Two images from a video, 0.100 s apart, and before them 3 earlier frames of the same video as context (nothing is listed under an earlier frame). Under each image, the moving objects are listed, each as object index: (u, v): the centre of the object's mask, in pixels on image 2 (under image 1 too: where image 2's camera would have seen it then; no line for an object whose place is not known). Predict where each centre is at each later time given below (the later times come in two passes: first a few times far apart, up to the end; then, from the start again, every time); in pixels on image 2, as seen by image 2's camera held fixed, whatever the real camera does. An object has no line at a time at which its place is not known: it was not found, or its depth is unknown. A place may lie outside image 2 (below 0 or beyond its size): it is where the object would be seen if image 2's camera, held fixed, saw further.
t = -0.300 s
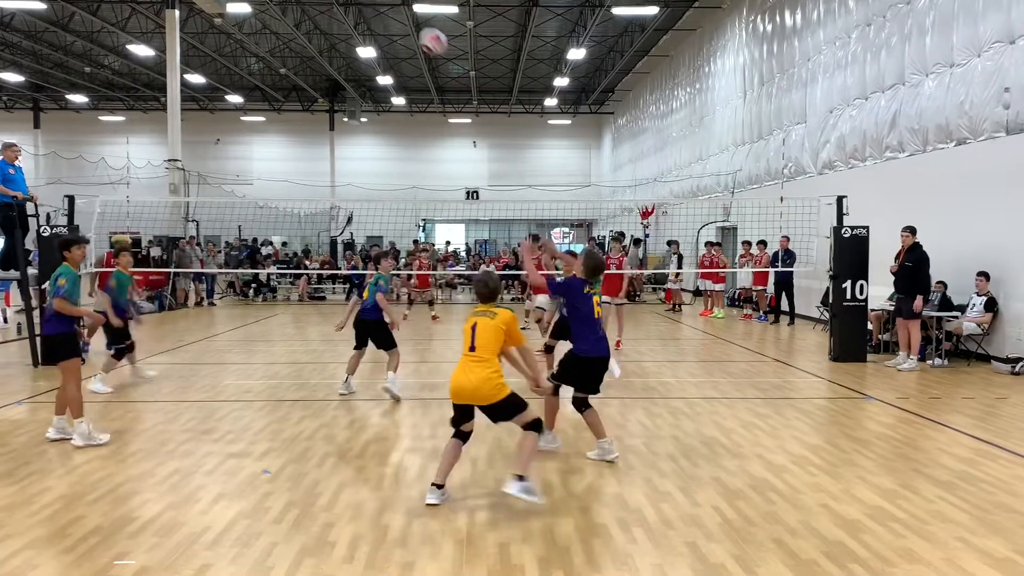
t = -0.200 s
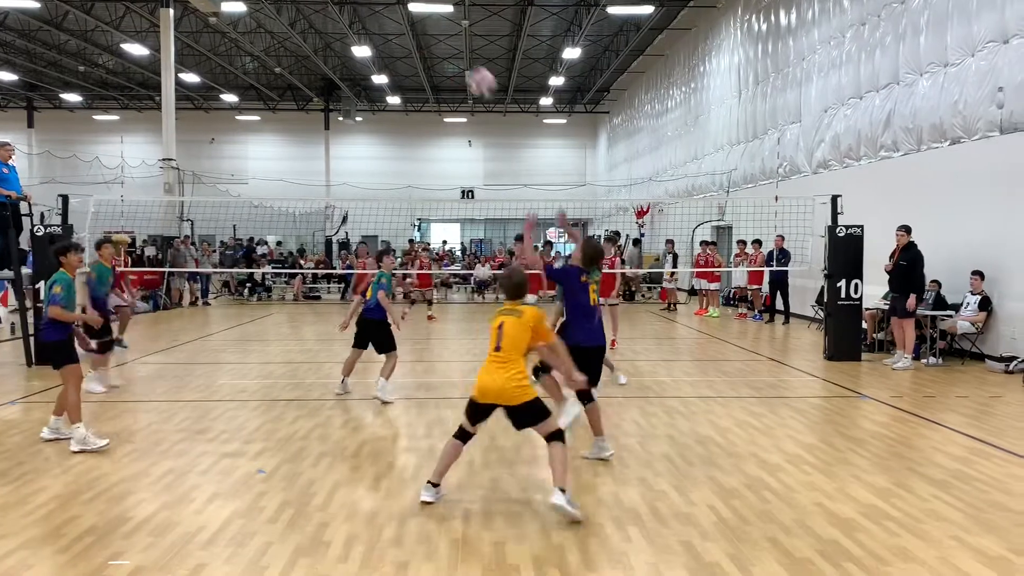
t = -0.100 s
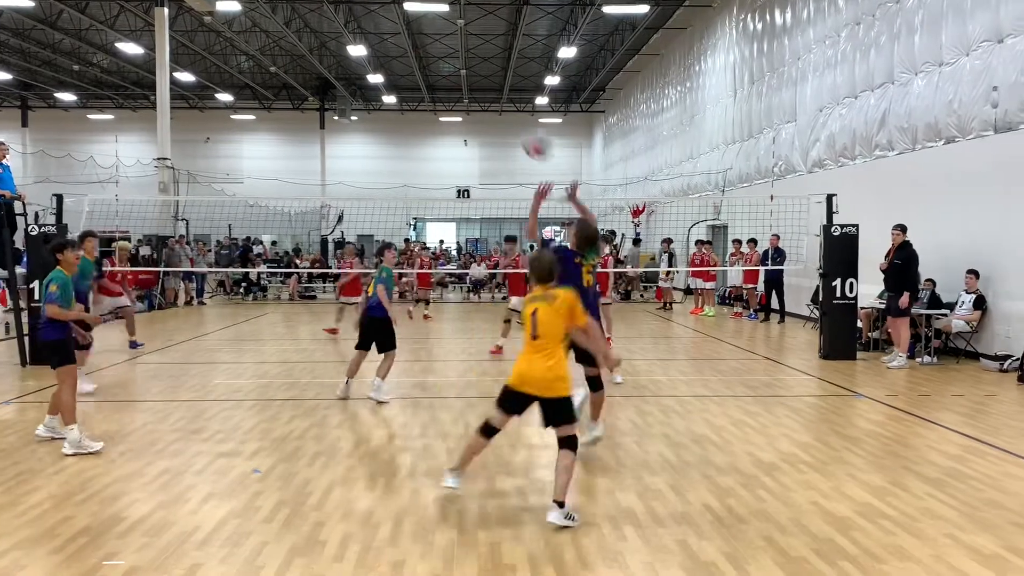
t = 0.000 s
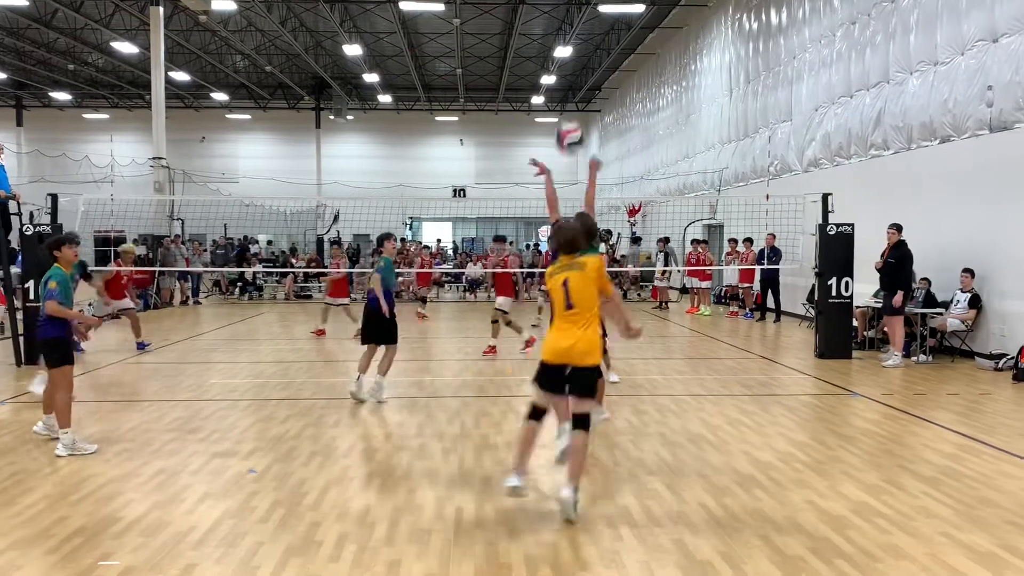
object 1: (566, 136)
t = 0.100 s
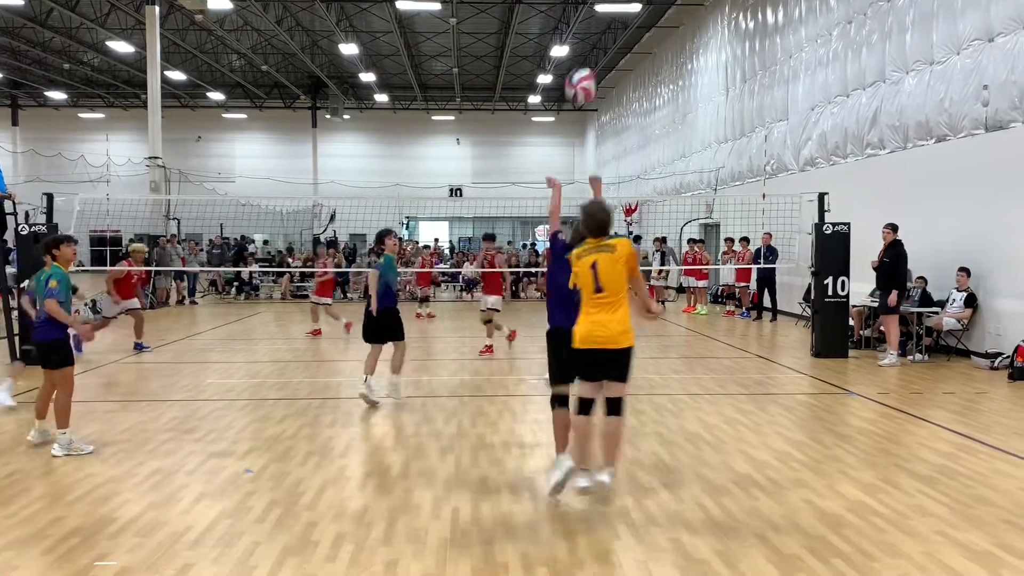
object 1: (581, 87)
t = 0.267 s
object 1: (608, 27)
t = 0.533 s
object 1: (662, 16)
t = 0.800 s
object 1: (729, 161)
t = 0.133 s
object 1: (586, 72)
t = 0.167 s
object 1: (591, 57)
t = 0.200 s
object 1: (597, 45)
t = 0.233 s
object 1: (602, 35)
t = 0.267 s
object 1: (608, 27)
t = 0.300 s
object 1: (614, 17)
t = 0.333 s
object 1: (621, 14)
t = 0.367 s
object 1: (628, 12)
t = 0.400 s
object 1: (634, 11)
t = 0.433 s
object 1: (641, 12)
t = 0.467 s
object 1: (649, 12)
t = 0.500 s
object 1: (656, 14)
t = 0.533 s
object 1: (662, 16)
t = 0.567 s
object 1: (669, 21)
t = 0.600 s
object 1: (676, 32)
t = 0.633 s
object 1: (686, 46)
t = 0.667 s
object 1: (693, 62)
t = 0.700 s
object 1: (702, 84)
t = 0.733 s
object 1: (710, 105)
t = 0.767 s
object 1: (719, 132)
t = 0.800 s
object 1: (729, 161)
